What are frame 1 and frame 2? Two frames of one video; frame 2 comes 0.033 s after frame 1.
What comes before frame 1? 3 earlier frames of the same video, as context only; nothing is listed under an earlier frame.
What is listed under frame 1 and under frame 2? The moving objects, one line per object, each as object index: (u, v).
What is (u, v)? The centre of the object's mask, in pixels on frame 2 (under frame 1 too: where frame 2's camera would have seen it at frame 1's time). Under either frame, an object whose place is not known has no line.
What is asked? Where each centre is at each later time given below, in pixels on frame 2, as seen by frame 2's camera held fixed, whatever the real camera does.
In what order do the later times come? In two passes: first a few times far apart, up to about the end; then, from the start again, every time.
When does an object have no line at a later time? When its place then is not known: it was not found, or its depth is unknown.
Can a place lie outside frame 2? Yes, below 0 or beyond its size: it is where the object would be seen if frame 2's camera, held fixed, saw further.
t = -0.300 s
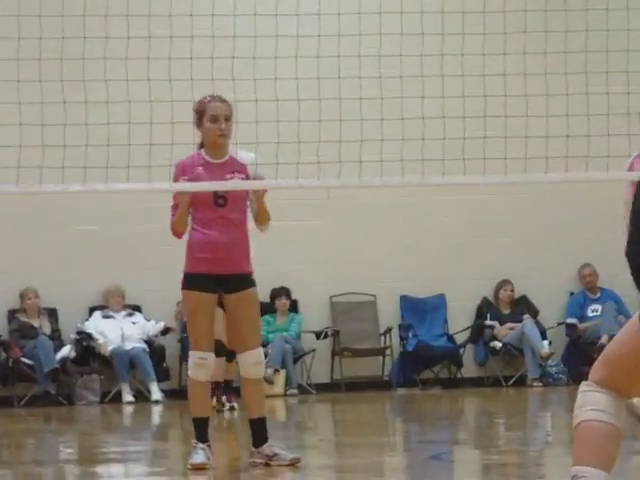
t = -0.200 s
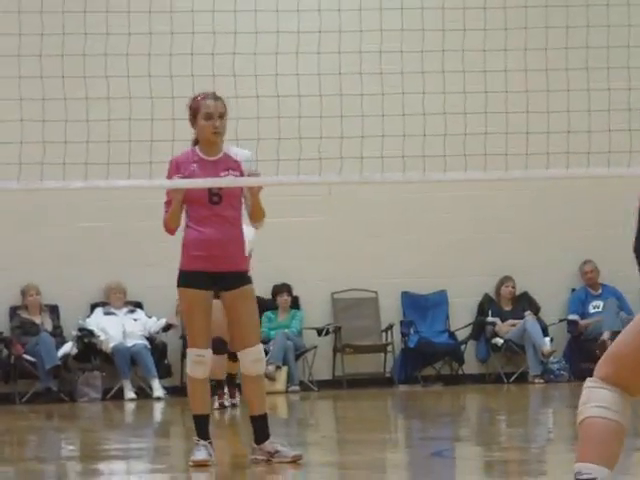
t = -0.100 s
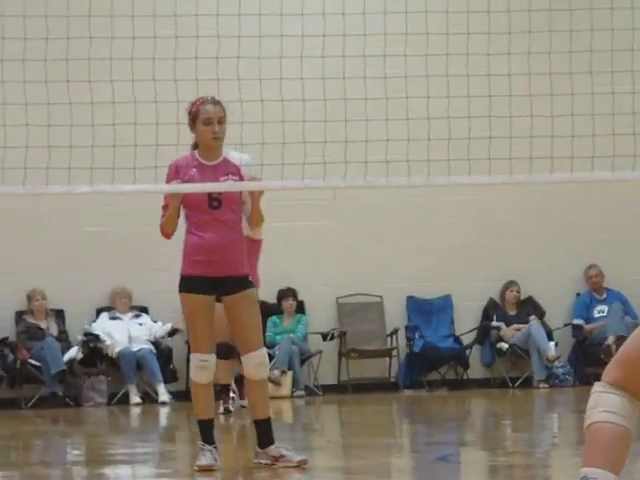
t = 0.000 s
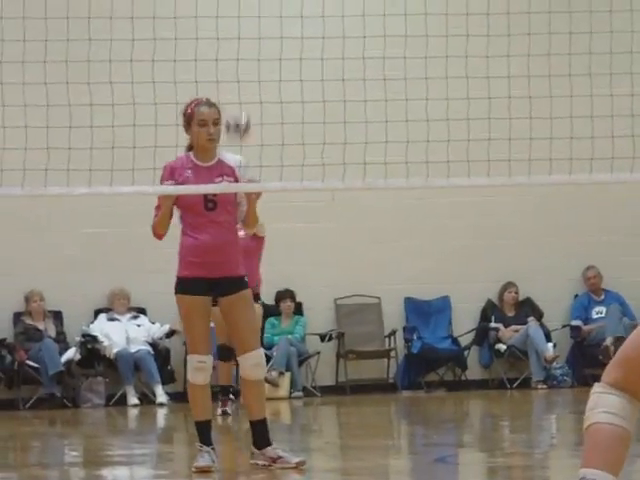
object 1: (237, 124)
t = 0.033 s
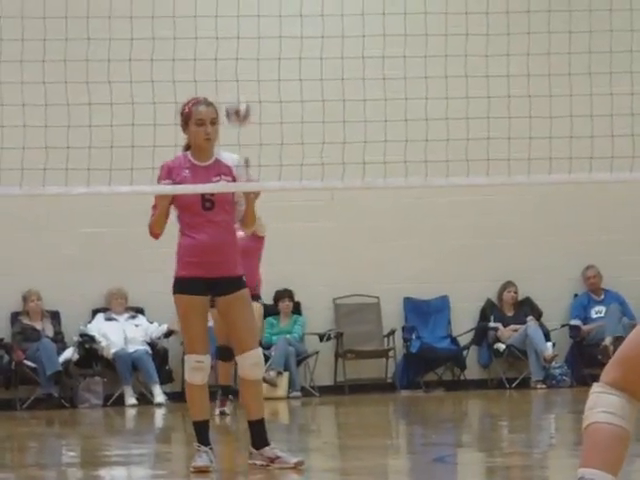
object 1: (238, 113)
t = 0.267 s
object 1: (247, 57)
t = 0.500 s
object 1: (259, 75)
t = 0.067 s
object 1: (239, 100)
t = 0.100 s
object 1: (239, 89)
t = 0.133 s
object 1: (240, 78)
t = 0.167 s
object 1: (243, 72)
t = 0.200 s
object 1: (243, 66)
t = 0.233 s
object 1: (246, 60)
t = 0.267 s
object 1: (247, 57)
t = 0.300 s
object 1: (248, 56)
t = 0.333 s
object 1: (250, 55)
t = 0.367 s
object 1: (251, 55)
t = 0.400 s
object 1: (253, 57)
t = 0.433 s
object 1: (254, 61)
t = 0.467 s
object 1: (257, 67)
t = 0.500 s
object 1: (259, 75)
